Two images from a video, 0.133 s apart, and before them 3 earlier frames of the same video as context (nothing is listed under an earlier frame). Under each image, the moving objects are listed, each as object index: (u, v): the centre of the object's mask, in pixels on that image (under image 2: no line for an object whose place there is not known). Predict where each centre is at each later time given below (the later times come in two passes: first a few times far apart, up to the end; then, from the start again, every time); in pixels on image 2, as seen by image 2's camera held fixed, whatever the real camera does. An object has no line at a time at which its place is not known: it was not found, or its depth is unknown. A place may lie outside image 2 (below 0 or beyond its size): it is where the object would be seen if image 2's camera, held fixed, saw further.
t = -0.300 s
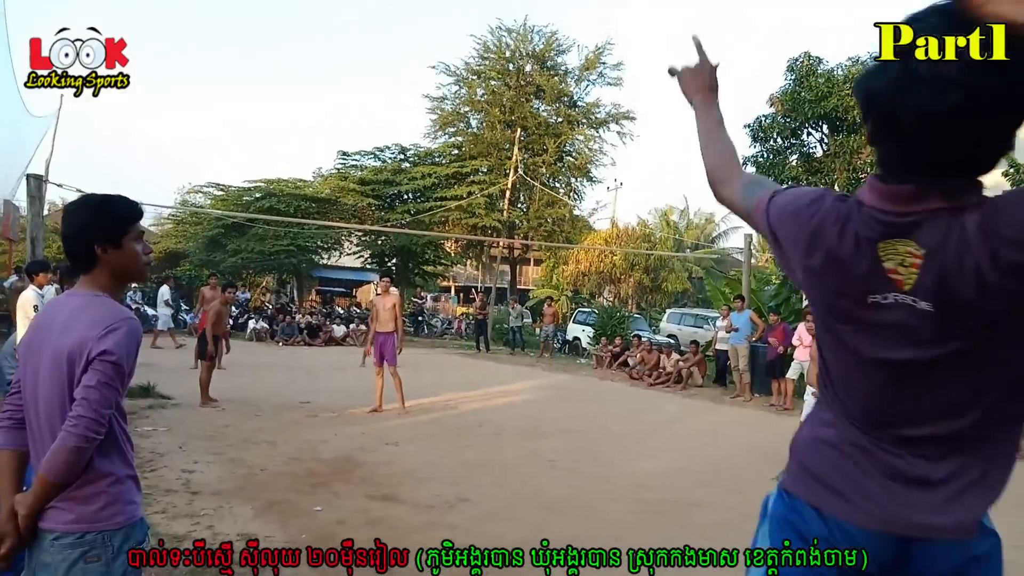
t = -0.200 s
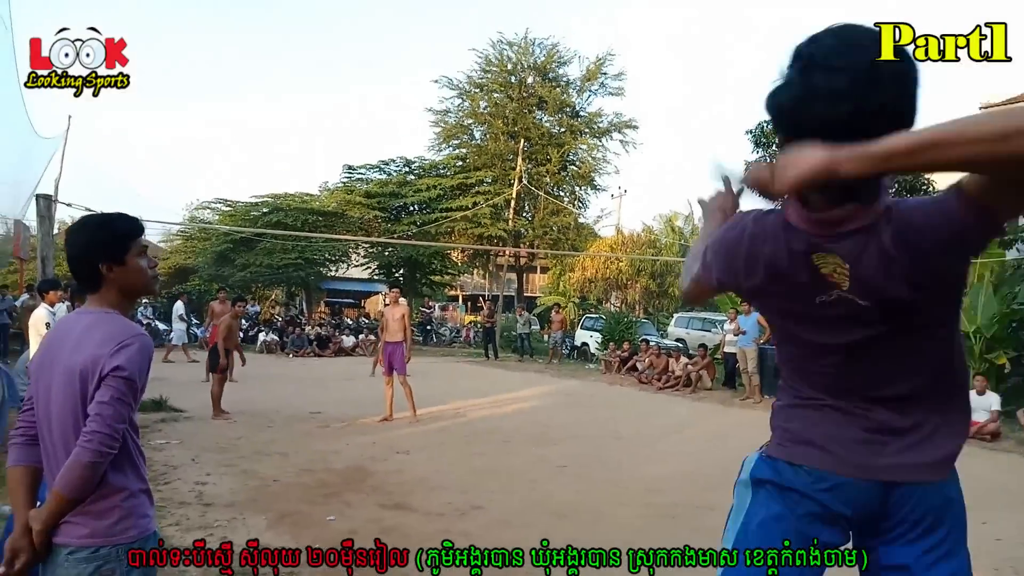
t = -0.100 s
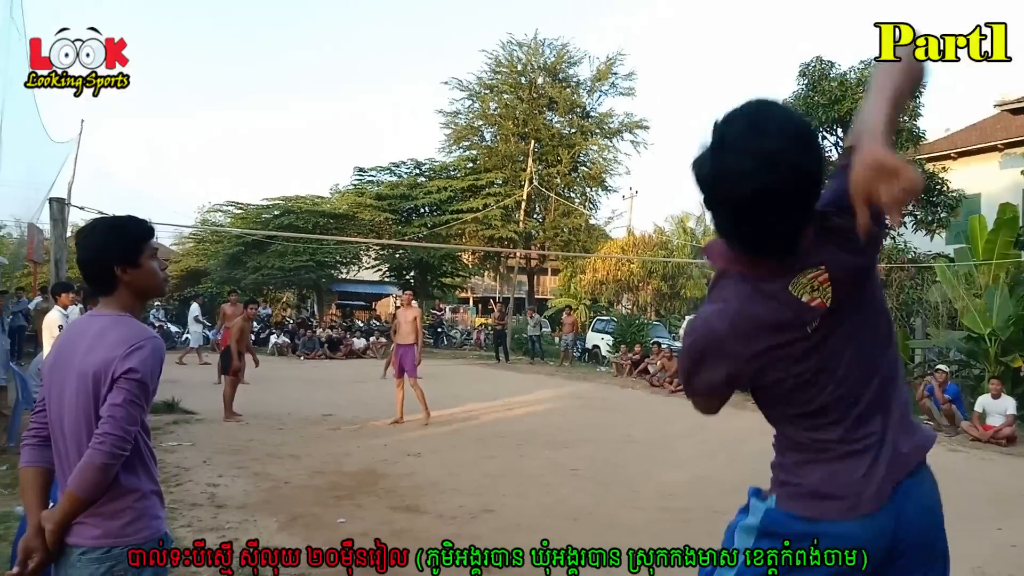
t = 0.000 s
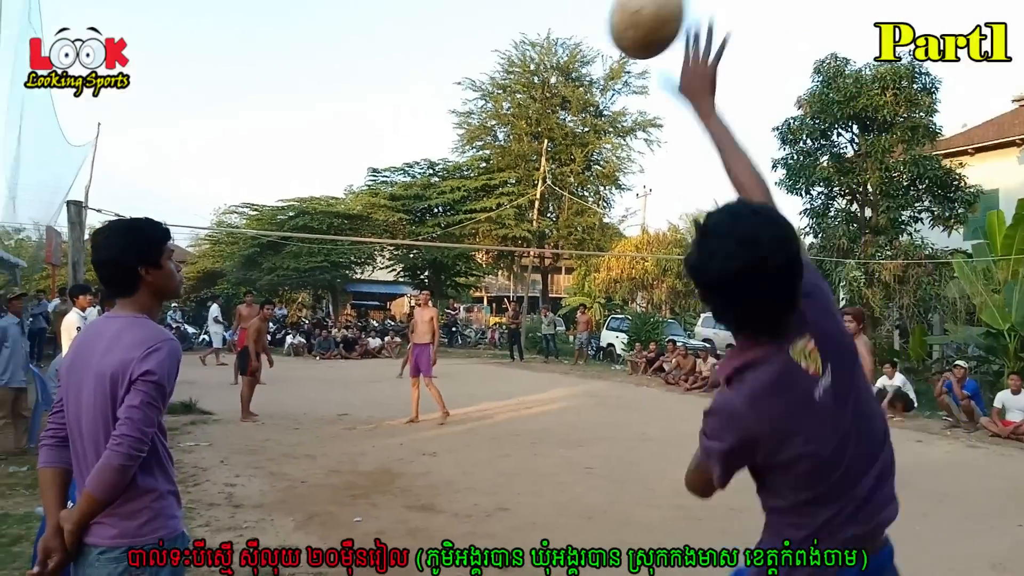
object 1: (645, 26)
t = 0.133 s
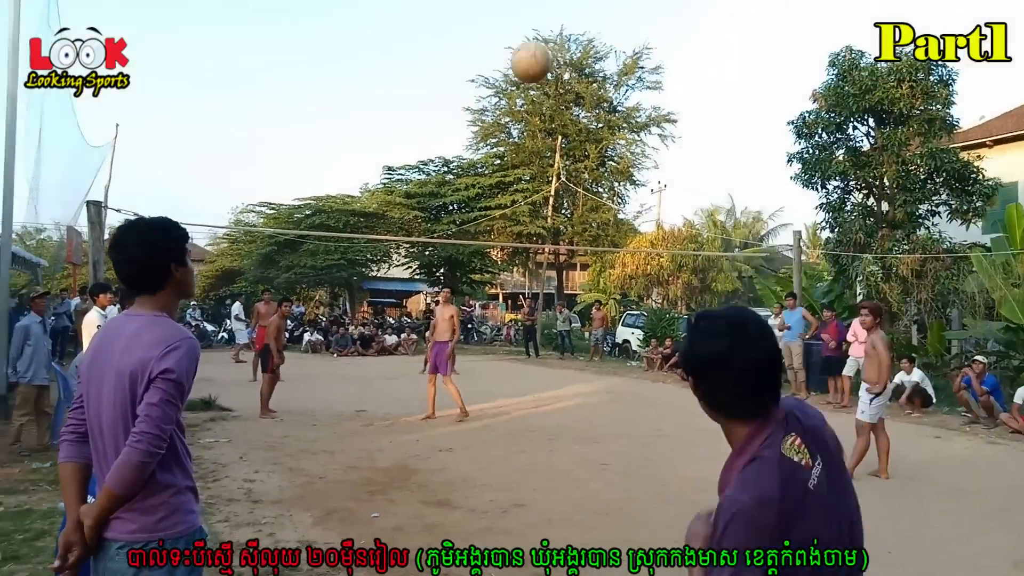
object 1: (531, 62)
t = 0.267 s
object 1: (493, 95)
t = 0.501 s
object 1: (463, 152)
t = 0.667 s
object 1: (452, 197)
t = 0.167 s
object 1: (518, 71)
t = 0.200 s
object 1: (507, 79)
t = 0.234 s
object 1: (499, 87)
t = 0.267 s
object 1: (493, 95)
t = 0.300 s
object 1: (487, 103)
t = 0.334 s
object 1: (482, 110)
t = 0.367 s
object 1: (477, 118)
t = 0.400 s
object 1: (473, 126)
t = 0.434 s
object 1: (469, 134)
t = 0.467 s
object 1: (465, 143)
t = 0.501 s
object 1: (463, 152)
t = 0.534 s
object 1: (459, 161)
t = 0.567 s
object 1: (457, 169)
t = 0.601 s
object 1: (455, 178)
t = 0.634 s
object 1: (453, 187)
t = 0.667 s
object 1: (452, 197)
